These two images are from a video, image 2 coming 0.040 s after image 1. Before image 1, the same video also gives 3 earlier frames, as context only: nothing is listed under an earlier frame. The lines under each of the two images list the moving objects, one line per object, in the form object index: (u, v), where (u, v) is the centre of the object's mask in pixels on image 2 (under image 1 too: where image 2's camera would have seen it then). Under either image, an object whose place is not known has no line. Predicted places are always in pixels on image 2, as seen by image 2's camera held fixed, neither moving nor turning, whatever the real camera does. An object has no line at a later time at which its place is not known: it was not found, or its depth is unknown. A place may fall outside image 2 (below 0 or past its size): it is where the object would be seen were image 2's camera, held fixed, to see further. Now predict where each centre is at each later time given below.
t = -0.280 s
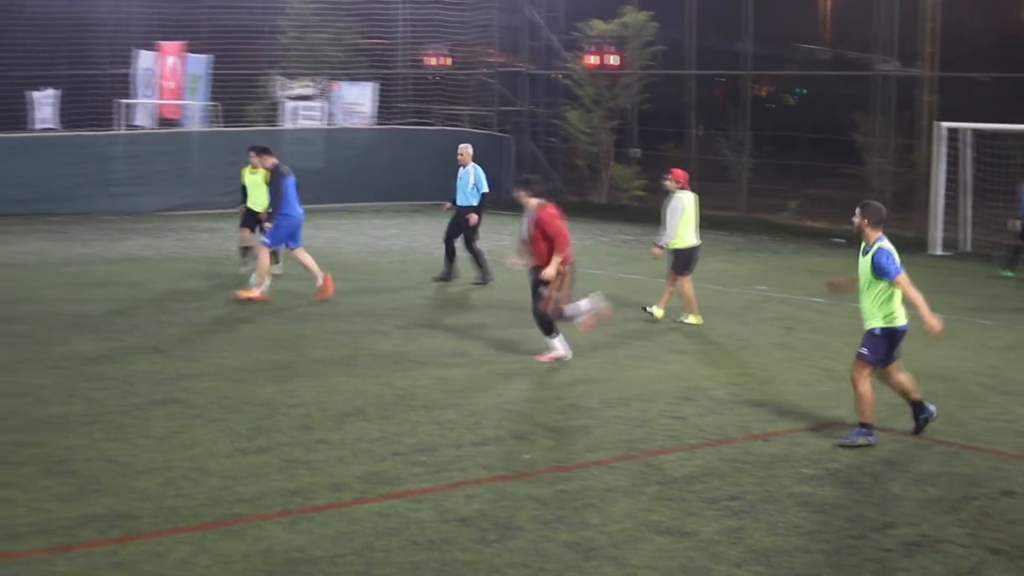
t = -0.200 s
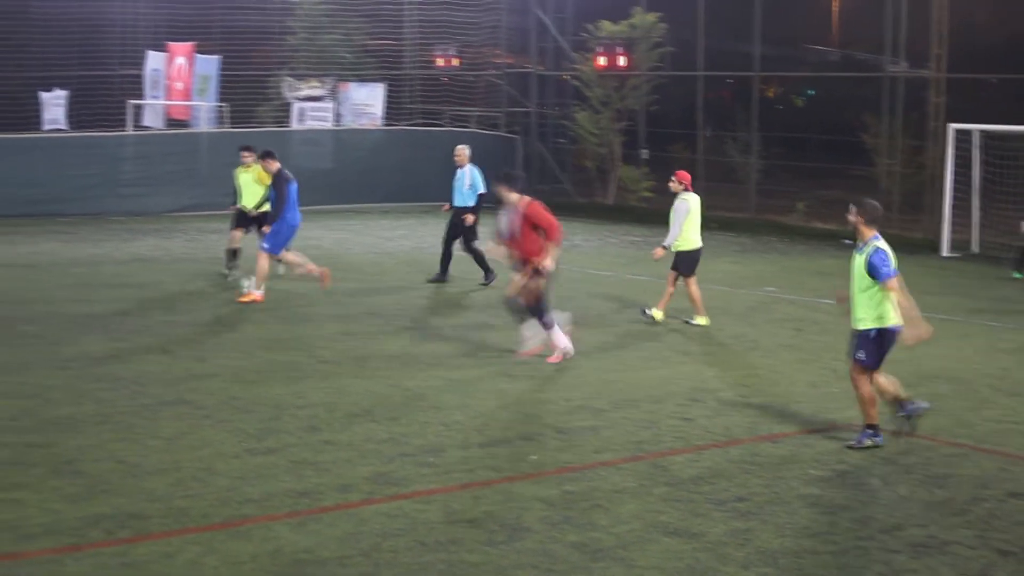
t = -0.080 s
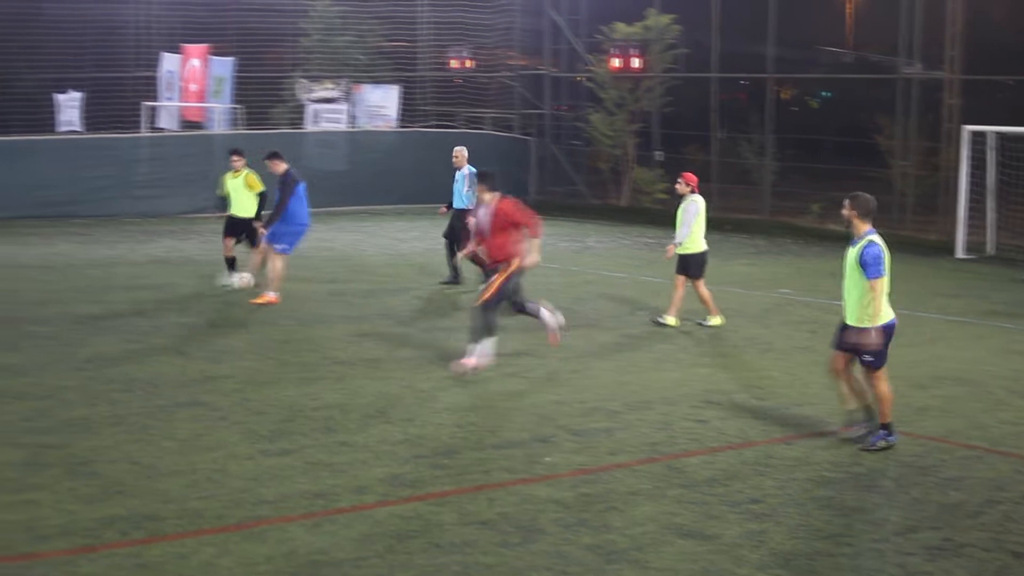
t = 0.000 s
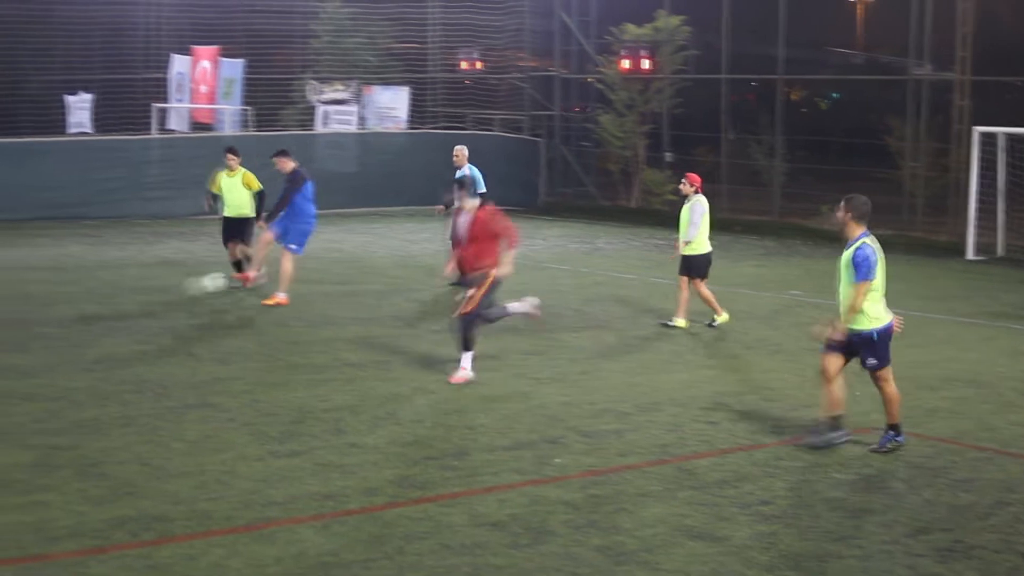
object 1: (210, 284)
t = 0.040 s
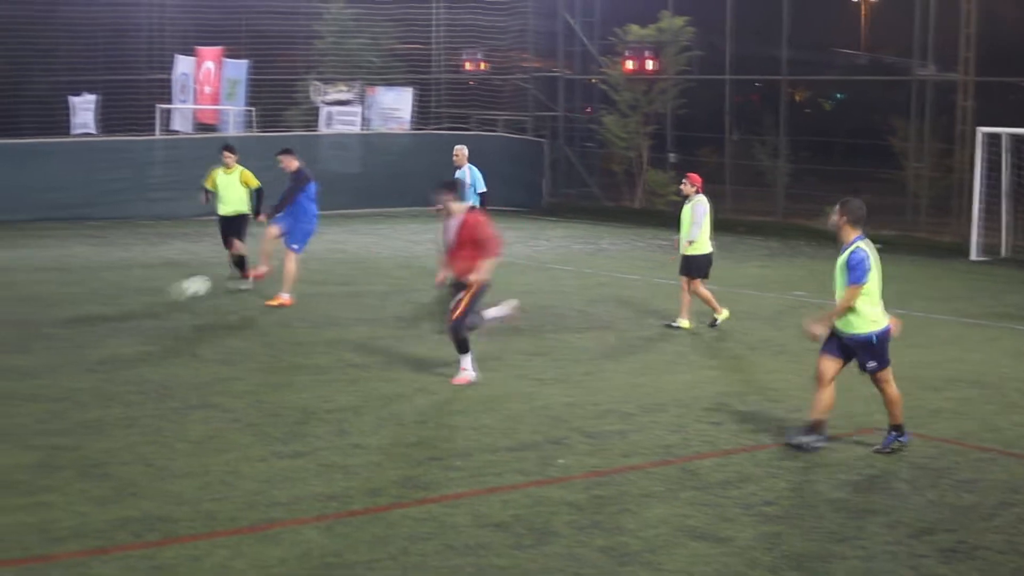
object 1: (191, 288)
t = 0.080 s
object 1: (172, 293)
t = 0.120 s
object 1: (154, 297)
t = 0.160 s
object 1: (132, 307)
